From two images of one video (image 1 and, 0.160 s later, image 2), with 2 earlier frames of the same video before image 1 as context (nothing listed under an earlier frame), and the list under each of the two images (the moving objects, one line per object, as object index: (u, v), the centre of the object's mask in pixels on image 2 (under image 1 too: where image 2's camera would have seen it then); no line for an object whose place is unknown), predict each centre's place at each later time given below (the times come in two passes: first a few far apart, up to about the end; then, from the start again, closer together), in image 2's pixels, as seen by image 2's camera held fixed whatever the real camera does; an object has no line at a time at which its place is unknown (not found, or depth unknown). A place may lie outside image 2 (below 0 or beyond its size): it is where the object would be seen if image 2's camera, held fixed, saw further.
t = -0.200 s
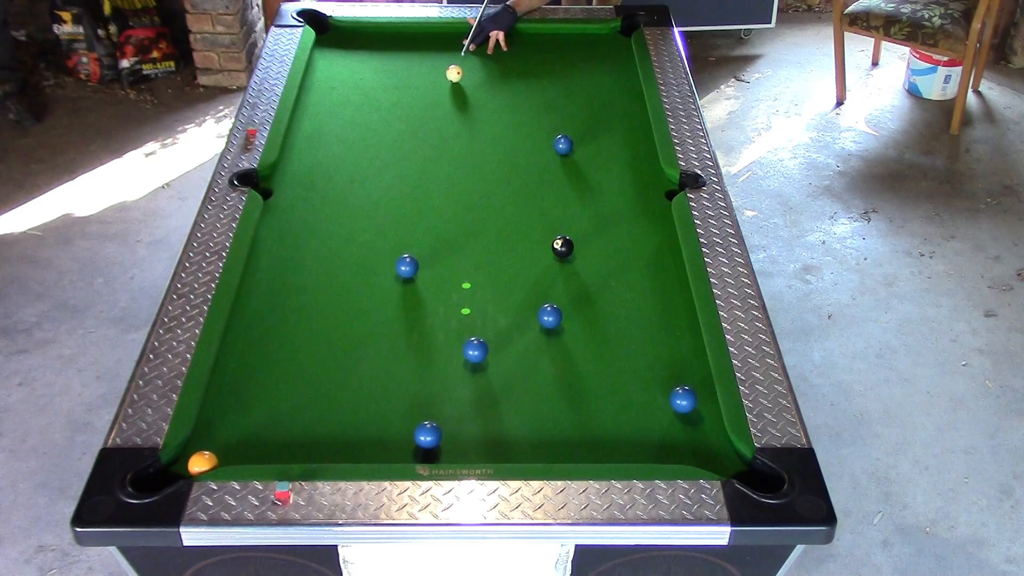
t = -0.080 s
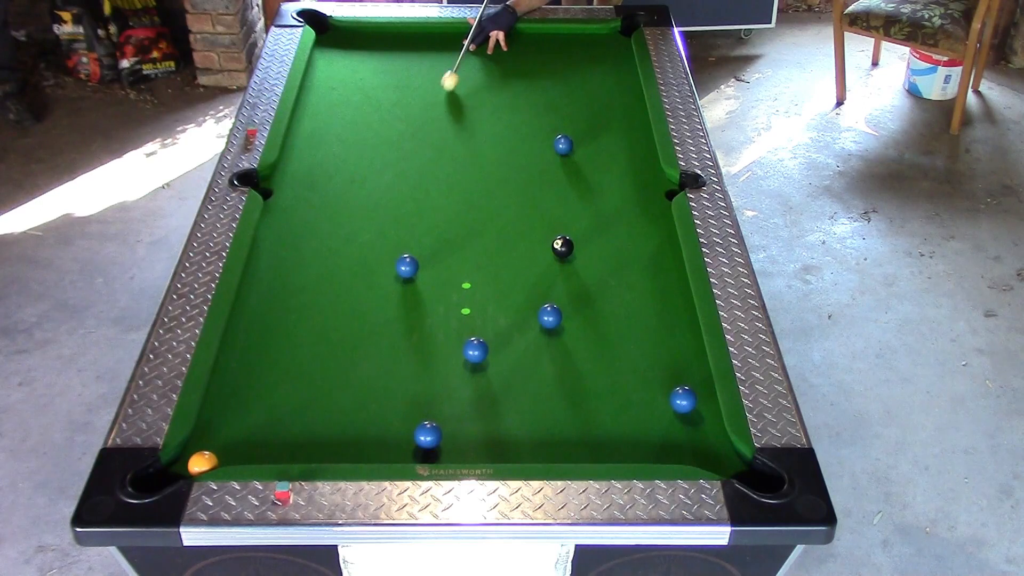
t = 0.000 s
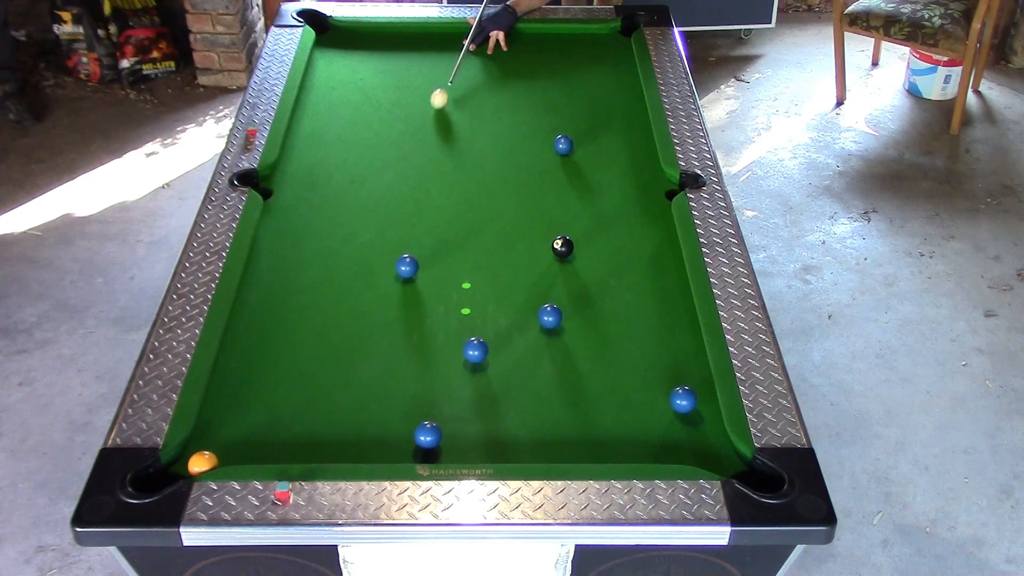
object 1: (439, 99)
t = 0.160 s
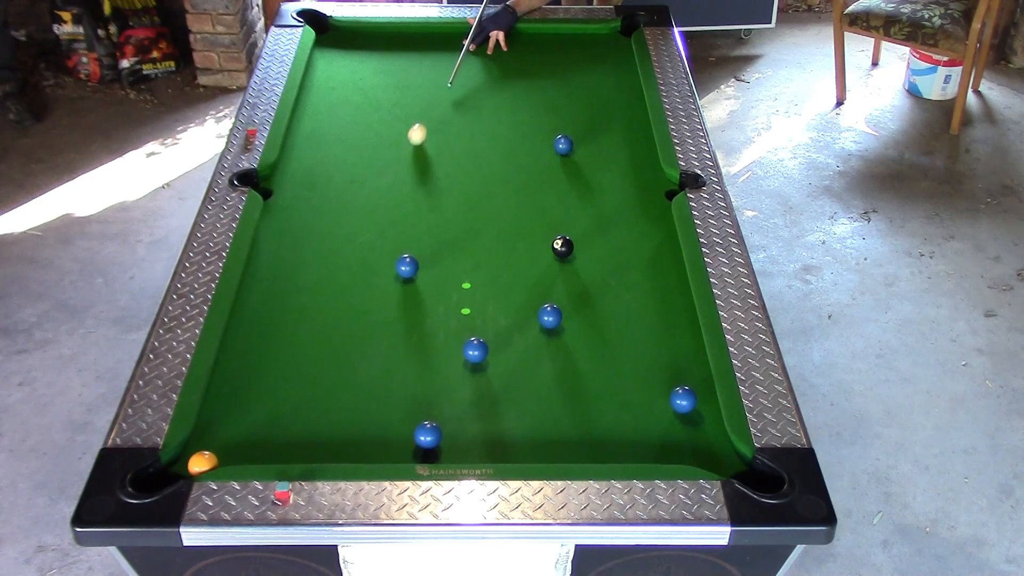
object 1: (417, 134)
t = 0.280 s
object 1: (399, 164)
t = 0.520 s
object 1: (360, 230)
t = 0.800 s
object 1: (304, 321)
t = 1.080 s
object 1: (236, 433)
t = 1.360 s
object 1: (251, 442)
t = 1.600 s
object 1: (271, 417)
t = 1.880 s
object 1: (291, 391)
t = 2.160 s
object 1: (308, 369)
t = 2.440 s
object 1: (324, 352)
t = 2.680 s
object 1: (335, 339)
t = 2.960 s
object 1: (345, 328)
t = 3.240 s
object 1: (354, 319)
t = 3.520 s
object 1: (358, 312)
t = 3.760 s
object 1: (360, 309)
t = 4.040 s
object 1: (361, 308)
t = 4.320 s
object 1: (361, 308)
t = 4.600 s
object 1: (361, 308)
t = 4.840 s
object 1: (361, 308)
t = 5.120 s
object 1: (361, 308)
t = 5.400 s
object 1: (361, 308)
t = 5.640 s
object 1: (361, 308)
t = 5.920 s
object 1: (361, 308)
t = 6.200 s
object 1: (360, 308)
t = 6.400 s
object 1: (361, 308)
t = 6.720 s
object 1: (361, 308)
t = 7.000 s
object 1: (361, 308)
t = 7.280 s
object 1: (360, 308)
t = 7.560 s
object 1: (361, 308)
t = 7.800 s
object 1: (361, 308)
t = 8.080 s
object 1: (361, 308)
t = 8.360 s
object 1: (360, 308)
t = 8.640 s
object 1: (360, 308)
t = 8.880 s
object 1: (361, 308)
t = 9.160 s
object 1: (360, 308)
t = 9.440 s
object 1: (360, 308)
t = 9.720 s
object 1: (360, 308)
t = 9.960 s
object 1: (360, 308)
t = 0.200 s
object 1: (411, 144)
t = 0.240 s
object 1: (405, 154)
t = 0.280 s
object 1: (399, 164)
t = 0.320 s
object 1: (393, 174)
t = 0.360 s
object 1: (387, 185)
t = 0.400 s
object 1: (380, 195)
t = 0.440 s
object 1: (374, 206)
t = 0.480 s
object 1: (367, 218)
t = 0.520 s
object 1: (360, 230)
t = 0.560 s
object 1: (352, 241)
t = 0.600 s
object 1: (345, 254)
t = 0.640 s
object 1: (337, 266)
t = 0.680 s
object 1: (329, 279)
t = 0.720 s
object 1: (321, 293)
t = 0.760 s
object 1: (313, 306)
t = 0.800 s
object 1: (304, 321)
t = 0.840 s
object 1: (295, 336)
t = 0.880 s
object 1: (286, 350)
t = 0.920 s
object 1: (277, 366)
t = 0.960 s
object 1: (267, 382)
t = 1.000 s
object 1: (257, 398)
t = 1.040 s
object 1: (246, 415)
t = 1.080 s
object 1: (236, 433)
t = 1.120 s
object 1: (227, 448)
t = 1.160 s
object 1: (232, 453)
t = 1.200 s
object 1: (237, 457)
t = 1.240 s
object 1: (241, 454)
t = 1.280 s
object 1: (245, 450)
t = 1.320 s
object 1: (248, 446)
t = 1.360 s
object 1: (251, 442)
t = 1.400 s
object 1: (255, 438)
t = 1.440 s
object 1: (258, 433)
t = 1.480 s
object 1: (261, 429)
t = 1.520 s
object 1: (265, 425)
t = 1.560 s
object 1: (268, 421)
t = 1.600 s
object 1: (271, 417)
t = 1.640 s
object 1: (274, 413)
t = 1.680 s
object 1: (277, 409)
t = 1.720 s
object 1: (280, 405)
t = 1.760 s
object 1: (283, 401)
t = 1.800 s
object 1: (285, 398)
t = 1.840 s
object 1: (288, 394)
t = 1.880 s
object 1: (291, 391)
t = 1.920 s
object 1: (294, 388)
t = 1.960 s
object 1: (296, 384)
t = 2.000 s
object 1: (299, 381)
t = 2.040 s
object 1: (301, 378)
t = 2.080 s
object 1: (304, 375)
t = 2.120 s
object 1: (306, 372)
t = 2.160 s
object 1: (308, 369)
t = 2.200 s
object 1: (311, 367)
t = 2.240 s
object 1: (313, 364)
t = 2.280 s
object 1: (315, 361)
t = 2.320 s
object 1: (318, 359)
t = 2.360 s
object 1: (320, 357)
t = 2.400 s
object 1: (322, 354)
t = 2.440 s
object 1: (324, 352)
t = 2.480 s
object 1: (326, 350)
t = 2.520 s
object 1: (328, 348)
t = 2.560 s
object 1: (330, 346)
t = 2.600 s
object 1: (332, 343)
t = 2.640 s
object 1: (334, 341)
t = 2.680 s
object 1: (335, 339)
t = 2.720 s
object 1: (337, 337)
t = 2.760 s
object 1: (338, 336)
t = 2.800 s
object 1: (340, 334)
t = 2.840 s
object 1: (341, 332)
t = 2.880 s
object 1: (343, 331)
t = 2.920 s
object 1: (344, 329)
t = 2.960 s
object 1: (345, 328)
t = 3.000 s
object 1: (347, 326)
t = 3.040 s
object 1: (348, 325)
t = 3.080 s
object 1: (349, 324)
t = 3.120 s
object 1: (350, 323)
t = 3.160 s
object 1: (351, 321)
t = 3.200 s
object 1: (353, 320)
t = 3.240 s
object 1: (354, 319)
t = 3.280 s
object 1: (355, 318)
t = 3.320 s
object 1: (355, 317)
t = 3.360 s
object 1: (356, 316)
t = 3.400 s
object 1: (357, 315)
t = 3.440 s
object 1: (357, 314)
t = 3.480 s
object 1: (358, 313)
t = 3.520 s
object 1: (358, 312)
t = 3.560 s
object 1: (359, 312)
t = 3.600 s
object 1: (359, 311)
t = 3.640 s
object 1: (359, 311)
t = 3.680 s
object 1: (359, 310)
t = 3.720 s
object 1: (360, 310)
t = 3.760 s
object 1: (360, 309)
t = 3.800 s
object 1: (360, 309)
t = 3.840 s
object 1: (360, 309)
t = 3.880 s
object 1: (361, 308)
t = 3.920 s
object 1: (361, 308)
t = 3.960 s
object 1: (361, 308)
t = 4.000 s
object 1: (361, 308)
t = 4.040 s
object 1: (361, 308)
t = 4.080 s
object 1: (361, 308)
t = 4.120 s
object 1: (361, 308)
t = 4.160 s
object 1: (361, 308)
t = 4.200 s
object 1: (361, 308)
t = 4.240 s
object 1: (361, 308)
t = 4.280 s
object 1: (361, 308)
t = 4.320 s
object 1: (361, 308)
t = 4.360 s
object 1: (361, 308)
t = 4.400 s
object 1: (361, 308)
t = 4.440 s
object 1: (361, 308)
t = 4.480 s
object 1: (361, 308)
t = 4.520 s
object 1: (361, 308)
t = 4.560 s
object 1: (361, 308)
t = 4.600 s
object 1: (361, 308)
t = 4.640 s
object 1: (361, 308)
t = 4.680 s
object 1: (361, 308)
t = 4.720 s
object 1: (361, 308)
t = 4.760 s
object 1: (361, 308)
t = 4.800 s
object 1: (361, 308)
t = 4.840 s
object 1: (361, 308)
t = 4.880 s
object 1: (361, 308)
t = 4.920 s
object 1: (361, 308)
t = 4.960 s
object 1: (361, 308)
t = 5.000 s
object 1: (361, 308)
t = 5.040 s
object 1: (361, 308)
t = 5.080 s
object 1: (361, 308)
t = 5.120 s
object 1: (361, 308)
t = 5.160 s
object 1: (361, 308)
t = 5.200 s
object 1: (361, 308)
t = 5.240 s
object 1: (361, 308)
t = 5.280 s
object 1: (361, 308)
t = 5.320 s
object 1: (361, 308)
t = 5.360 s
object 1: (361, 308)
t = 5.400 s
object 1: (361, 308)
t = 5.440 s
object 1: (361, 308)
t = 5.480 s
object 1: (361, 308)
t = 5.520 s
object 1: (361, 308)
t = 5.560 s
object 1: (361, 308)
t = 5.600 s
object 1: (361, 308)
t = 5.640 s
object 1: (361, 308)
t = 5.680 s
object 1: (360, 308)
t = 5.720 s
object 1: (360, 308)
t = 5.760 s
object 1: (360, 308)
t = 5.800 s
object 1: (360, 308)
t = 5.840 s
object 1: (360, 308)
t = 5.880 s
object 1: (360, 308)
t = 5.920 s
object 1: (361, 308)
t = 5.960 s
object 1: (361, 308)
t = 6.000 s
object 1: (360, 308)
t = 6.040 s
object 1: (361, 308)
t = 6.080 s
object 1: (360, 308)
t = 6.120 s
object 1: (361, 308)
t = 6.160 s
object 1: (361, 308)
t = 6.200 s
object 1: (360, 308)
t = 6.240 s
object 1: (361, 308)
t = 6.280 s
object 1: (361, 308)
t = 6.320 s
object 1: (360, 308)
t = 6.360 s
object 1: (361, 308)
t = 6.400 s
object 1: (361, 308)
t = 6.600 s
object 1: (361, 308)
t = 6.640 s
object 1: (361, 308)
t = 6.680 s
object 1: (361, 308)
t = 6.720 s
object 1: (361, 308)
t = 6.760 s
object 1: (361, 308)
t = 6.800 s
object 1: (361, 308)
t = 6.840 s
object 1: (361, 308)
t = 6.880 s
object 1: (361, 308)
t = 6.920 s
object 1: (361, 308)
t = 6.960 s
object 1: (360, 308)
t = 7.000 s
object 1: (361, 308)
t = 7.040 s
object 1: (361, 308)
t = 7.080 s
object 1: (360, 308)
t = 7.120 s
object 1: (360, 308)
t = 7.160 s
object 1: (360, 308)
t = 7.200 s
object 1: (360, 308)
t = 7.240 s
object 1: (360, 308)
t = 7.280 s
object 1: (360, 308)
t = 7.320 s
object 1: (361, 308)
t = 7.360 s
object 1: (361, 308)
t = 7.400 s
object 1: (361, 308)
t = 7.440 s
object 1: (361, 308)
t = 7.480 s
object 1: (361, 308)
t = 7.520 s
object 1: (361, 308)
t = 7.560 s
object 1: (361, 308)
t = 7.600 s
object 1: (361, 308)
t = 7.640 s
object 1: (361, 308)
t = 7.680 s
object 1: (361, 308)
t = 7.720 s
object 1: (361, 308)
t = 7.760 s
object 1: (361, 308)
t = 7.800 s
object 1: (361, 308)
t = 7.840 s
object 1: (361, 308)
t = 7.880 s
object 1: (361, 308)
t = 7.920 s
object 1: (361, 308)
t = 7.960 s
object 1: (361, 308)
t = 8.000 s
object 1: (361, 308)
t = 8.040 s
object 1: (361, 308)
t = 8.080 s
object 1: (361, 308)
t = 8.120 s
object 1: (360, 308)
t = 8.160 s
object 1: (360, 308)
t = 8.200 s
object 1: (360, 308)
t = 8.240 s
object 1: (360, 308)
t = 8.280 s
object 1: (360, 308)
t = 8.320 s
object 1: (360, 308)
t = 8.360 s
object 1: (360, 308)
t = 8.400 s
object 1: (361, 308)
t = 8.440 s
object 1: (361, 308)
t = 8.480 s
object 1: (361, 308)
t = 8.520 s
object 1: (360, 308)
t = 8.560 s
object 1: (360, 308)
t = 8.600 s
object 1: (361, 308)
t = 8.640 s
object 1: (360, 308)
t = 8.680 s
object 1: (361, 308)
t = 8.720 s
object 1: (361, 308)
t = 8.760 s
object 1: (361, 308)
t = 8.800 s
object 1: (361, 308)
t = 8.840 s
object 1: (361, 308)
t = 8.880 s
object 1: (361, 308)
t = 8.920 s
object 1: (360, 308)
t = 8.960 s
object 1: (360, 308)
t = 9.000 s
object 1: (360, 308)
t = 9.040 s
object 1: (360, 308)
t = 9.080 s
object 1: (360, 308)
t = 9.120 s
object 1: (360, 308)
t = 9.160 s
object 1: (360, 308)
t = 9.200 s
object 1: (360, 308)
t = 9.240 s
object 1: (360, 308)
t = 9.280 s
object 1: (360, 308)
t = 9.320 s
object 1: (360, 308)
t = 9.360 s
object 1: (360, 308)
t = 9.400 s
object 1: (360, 308)
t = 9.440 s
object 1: (360, 308)
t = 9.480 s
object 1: (360, 308)
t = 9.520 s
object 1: (360, 308)
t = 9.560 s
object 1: (360, 308)
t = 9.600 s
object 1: (360, 308)
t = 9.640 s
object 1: (361, 308)
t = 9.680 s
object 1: (360, 308)
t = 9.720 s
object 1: (360, 308)
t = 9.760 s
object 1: (360, 308)
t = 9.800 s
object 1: (360, 308)
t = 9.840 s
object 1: (360, 308)
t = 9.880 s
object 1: (361, 308)
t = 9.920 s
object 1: (360, 308)
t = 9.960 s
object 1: (360, 308)
